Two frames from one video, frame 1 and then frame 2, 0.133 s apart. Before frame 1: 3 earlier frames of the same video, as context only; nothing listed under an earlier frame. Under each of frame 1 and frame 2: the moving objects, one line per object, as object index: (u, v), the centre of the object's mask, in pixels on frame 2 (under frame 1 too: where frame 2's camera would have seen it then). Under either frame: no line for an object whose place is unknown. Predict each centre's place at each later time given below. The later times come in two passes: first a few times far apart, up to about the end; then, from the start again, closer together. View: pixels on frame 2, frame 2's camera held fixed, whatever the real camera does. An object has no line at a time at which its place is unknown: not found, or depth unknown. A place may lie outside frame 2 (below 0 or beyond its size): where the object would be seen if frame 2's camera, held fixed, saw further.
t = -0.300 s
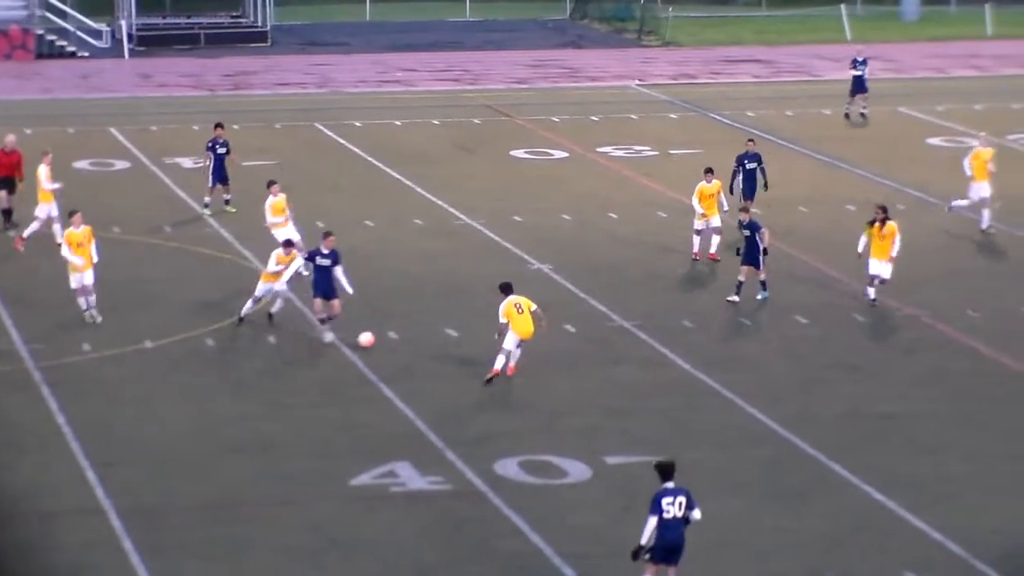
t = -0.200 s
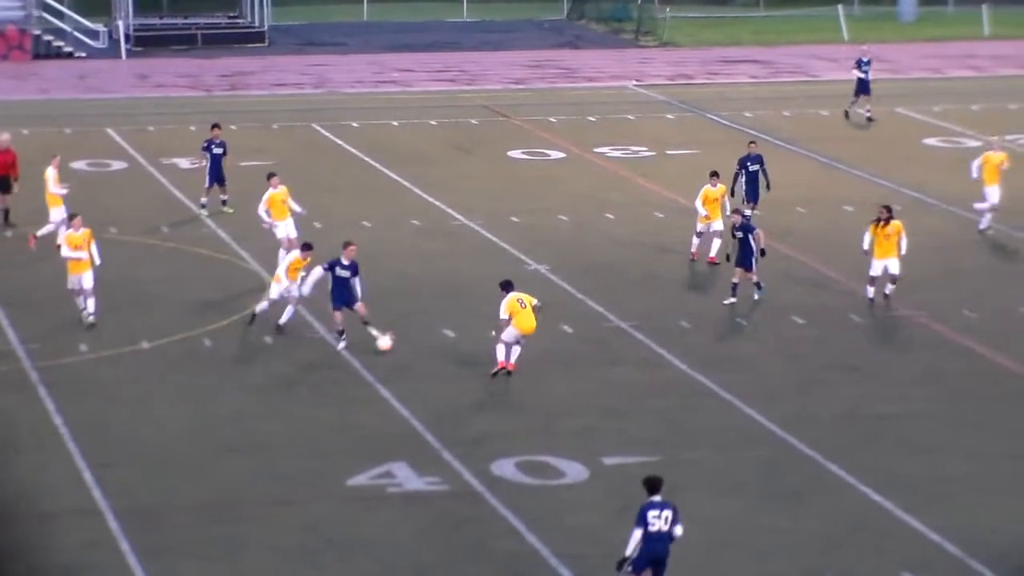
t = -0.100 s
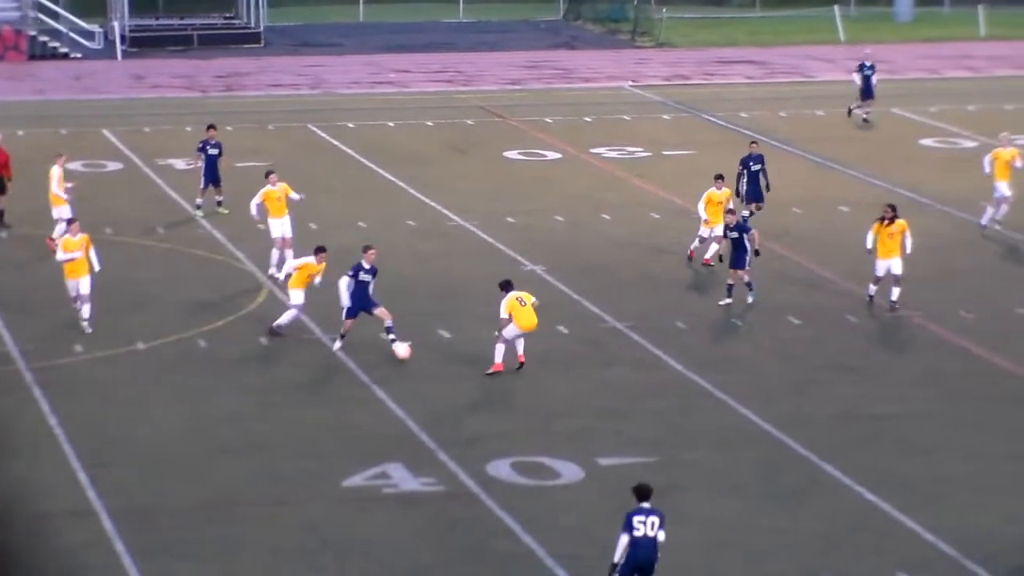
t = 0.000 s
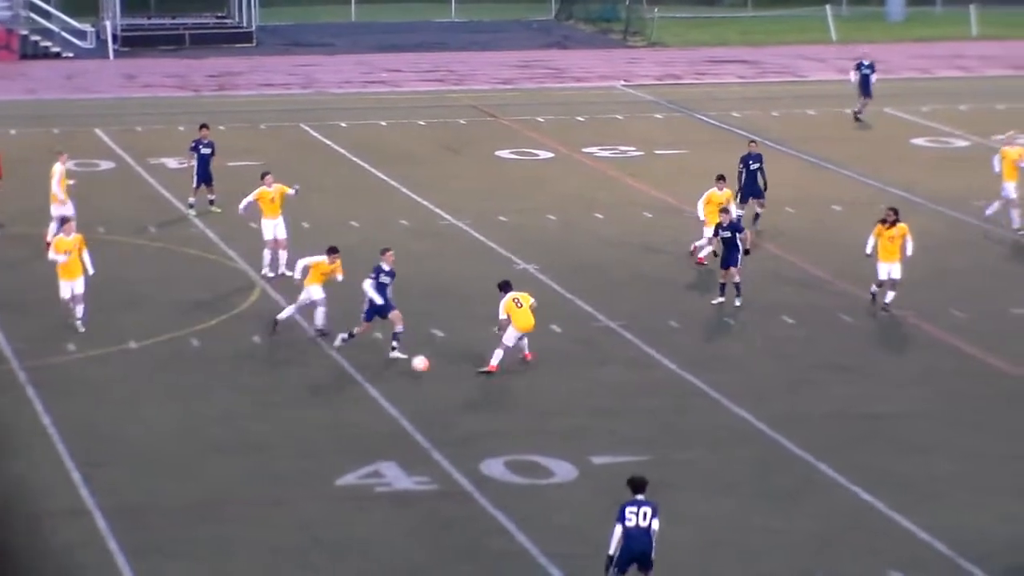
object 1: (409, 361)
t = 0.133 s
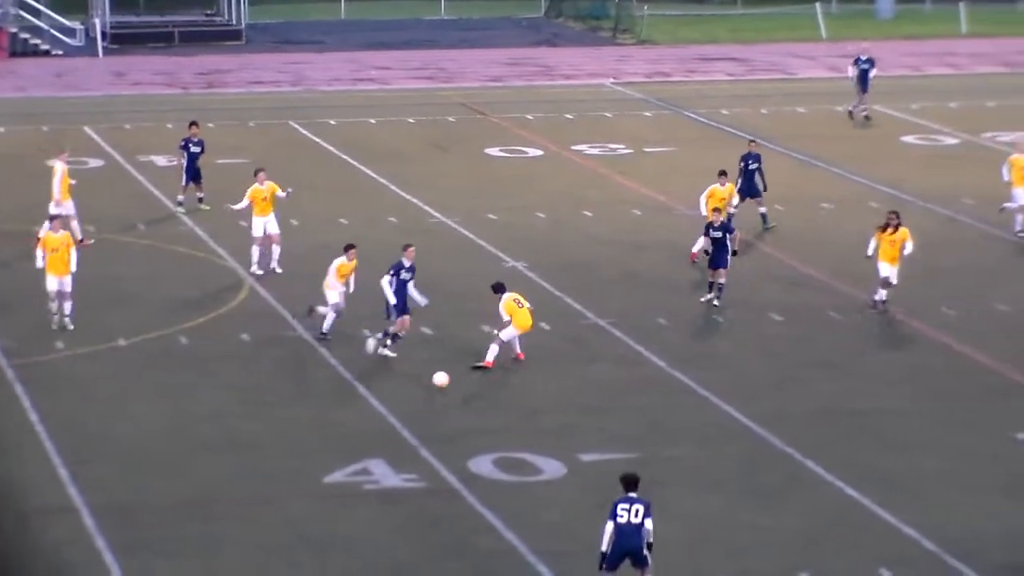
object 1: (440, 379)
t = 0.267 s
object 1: (470, 402)
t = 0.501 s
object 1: (518, 431)
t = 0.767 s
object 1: (571, 470)
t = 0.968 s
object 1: (611, 495)
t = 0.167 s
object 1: (446, 383)
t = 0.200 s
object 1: (454, 389)
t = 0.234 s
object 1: (462, 395)
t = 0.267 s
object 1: (470, 402)
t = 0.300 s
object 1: (476, 405)
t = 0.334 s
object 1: (484, 408)
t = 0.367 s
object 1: (491, 413)
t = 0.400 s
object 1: (497, 419)
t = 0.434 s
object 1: (504, 424)
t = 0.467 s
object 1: (511, 427)
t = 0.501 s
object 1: (518, 431)
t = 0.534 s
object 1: (525, 436)
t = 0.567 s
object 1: (531, 441)
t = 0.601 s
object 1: (538, 448)
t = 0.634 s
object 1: (545, 451)
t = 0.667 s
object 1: (551, 455)
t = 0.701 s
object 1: (558, 461)
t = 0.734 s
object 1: (565, 466)
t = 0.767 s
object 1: (571, 470)
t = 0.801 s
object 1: (577, 474)
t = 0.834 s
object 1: (584, 479)
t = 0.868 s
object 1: (590, 483)
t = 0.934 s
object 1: (604, 490)
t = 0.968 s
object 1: (611, 495)
